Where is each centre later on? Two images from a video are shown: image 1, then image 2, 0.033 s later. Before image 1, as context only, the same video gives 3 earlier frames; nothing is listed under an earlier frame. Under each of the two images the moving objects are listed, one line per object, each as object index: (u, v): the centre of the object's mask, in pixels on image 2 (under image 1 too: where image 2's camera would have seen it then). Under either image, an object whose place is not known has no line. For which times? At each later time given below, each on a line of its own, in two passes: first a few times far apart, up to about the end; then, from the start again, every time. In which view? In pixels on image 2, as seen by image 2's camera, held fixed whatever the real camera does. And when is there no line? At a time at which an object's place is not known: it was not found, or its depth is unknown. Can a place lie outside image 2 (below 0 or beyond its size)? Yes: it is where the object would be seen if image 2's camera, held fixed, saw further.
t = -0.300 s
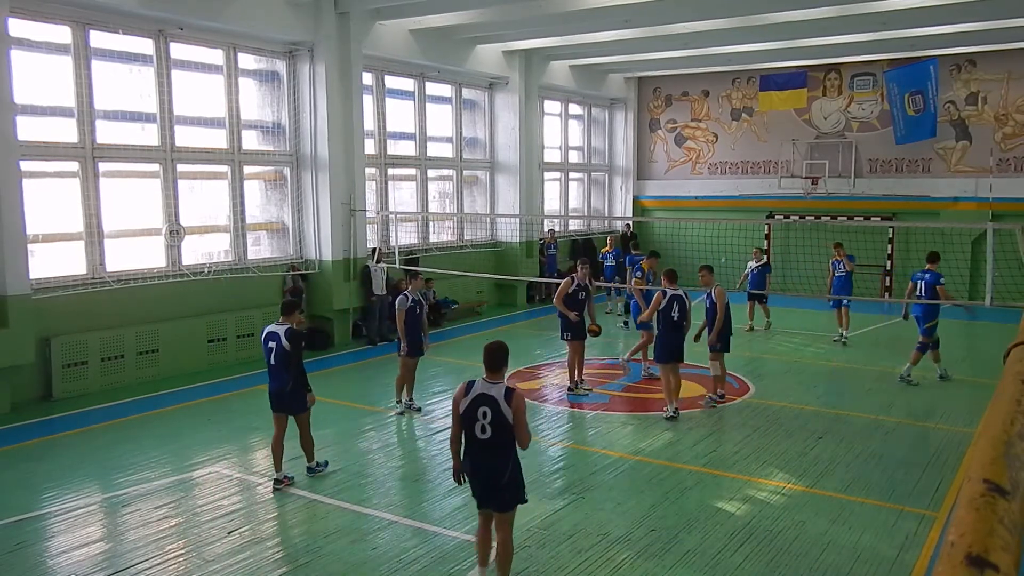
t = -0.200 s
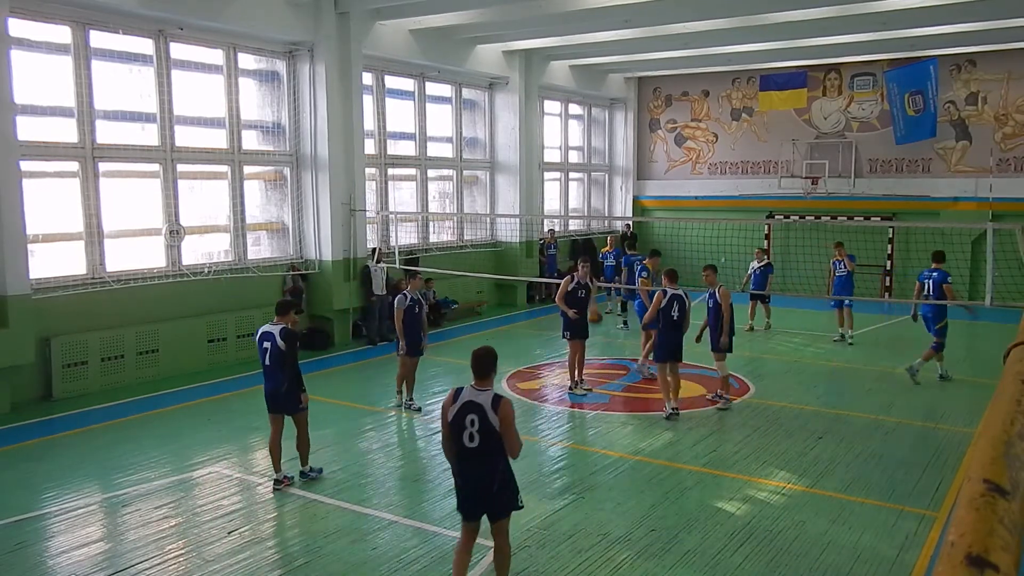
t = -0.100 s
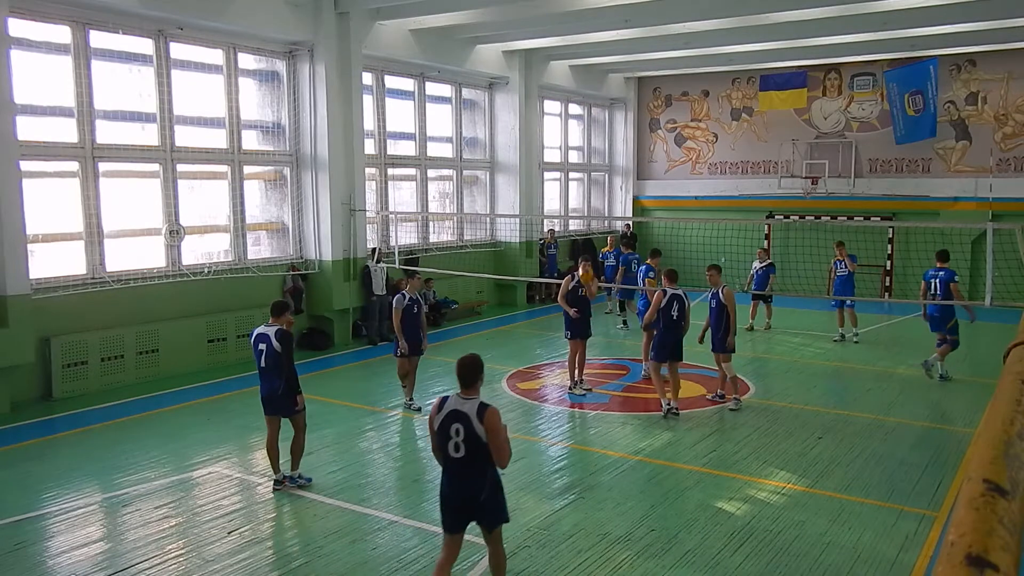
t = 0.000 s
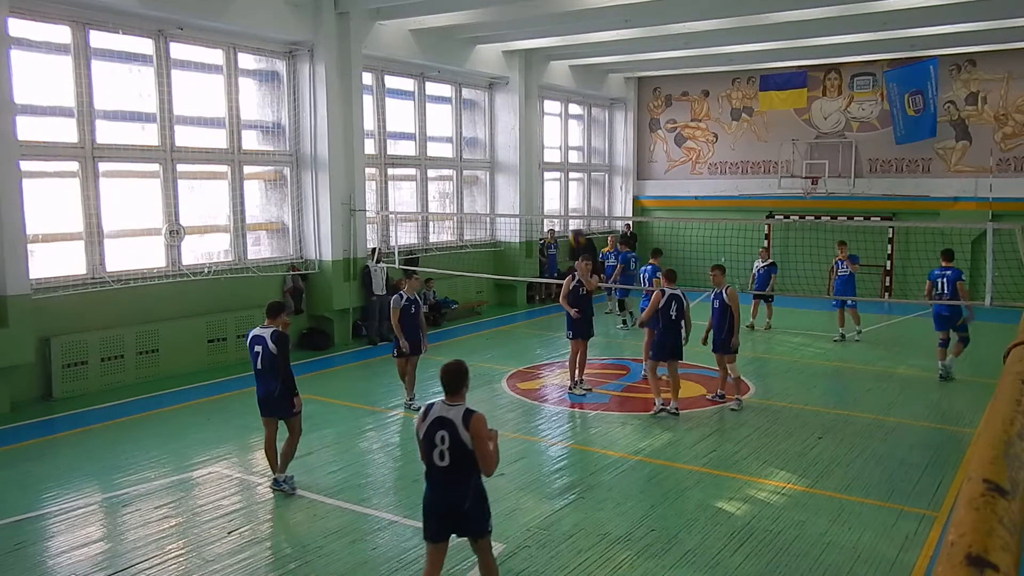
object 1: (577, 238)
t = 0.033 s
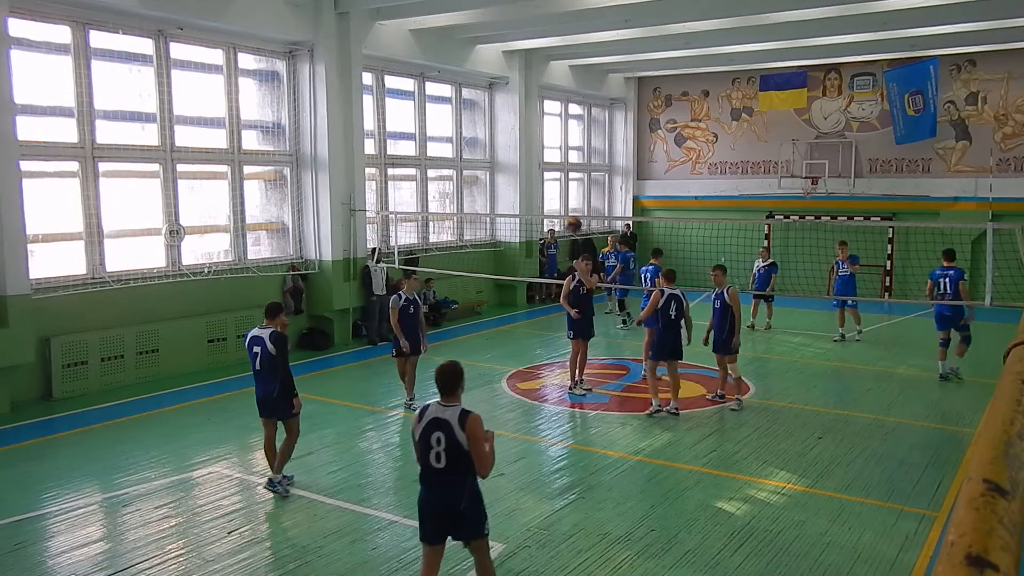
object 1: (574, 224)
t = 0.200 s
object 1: (555, 175)
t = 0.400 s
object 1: (529, 141)
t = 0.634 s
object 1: (491, 150)
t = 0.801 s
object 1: (460, 205)
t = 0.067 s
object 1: (570, 214)
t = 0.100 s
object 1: (566, 204)
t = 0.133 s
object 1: (562, 193)
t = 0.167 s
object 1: (559, 184)
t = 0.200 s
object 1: (555, 175)
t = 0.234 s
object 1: (551, 167)
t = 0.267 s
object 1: (546, 161)
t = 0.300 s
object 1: (542, 154)
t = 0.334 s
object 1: (537, 149)
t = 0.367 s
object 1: (533, 144)
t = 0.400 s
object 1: (529, 141)
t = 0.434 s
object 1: (524, 138)
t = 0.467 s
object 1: (519, 137)
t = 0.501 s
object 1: (514, 137)
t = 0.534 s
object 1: (509, 138)
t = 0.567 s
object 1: (503, 140)
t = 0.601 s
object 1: (498, 144)
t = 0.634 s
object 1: (491, 150)
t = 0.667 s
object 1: (486, 157)
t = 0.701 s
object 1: (480, 166)
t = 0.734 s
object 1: (473, 177)
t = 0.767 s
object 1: (467, 189)
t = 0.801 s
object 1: (460, 205)
